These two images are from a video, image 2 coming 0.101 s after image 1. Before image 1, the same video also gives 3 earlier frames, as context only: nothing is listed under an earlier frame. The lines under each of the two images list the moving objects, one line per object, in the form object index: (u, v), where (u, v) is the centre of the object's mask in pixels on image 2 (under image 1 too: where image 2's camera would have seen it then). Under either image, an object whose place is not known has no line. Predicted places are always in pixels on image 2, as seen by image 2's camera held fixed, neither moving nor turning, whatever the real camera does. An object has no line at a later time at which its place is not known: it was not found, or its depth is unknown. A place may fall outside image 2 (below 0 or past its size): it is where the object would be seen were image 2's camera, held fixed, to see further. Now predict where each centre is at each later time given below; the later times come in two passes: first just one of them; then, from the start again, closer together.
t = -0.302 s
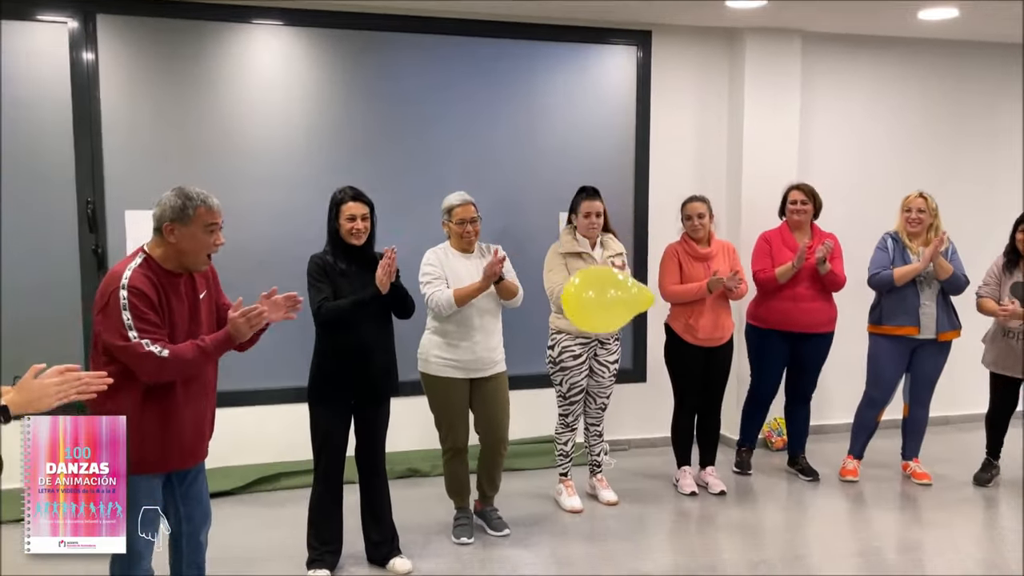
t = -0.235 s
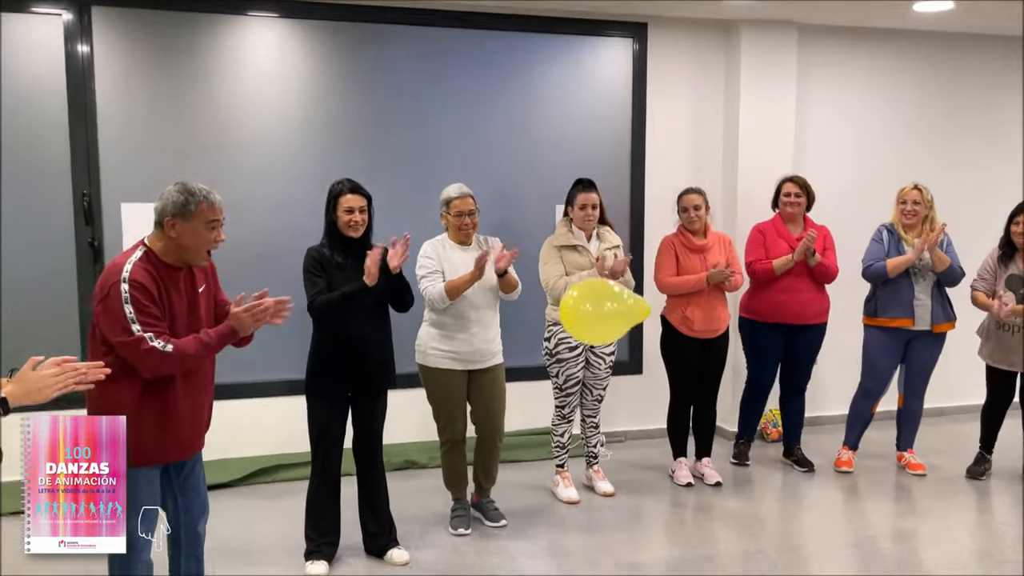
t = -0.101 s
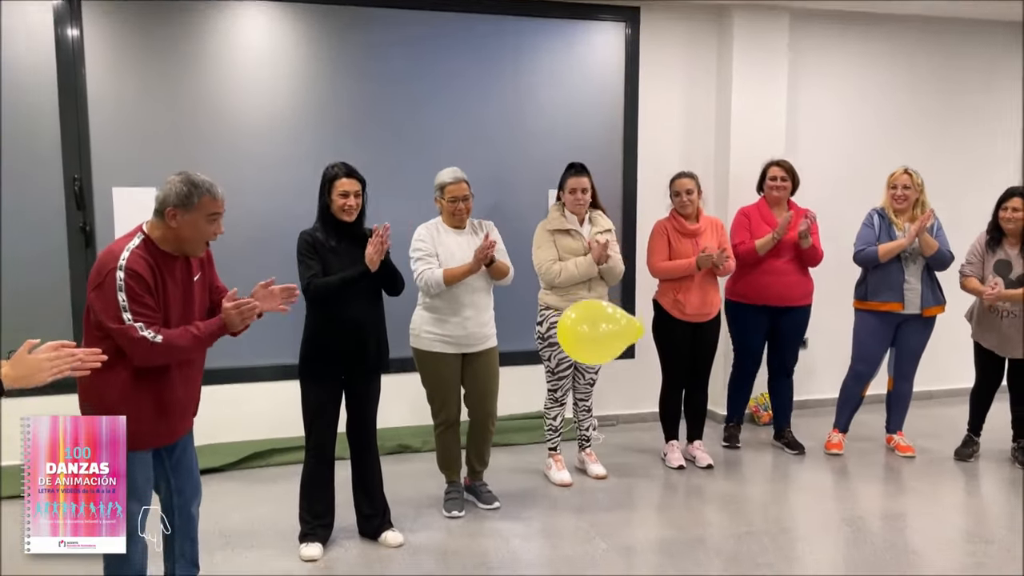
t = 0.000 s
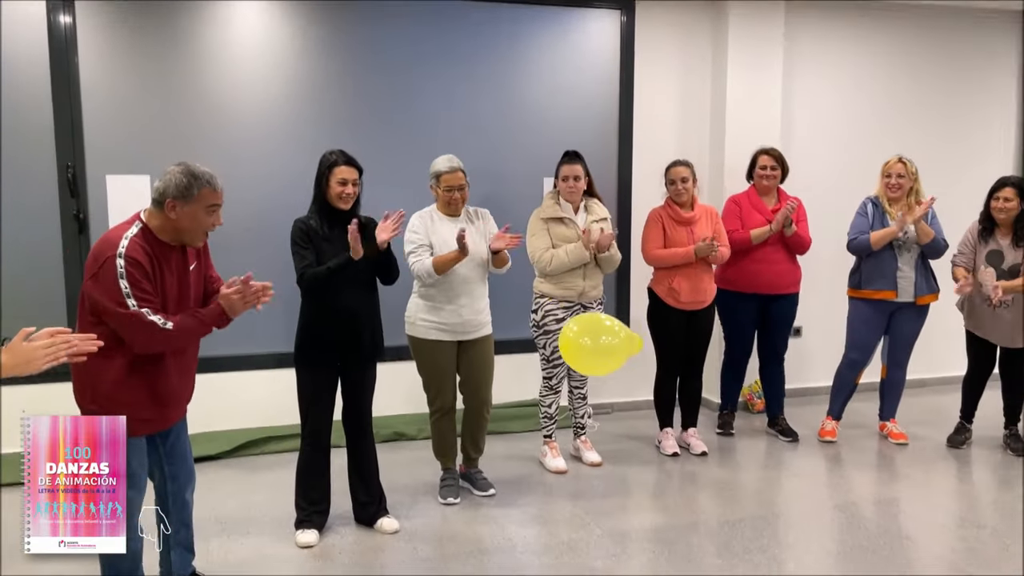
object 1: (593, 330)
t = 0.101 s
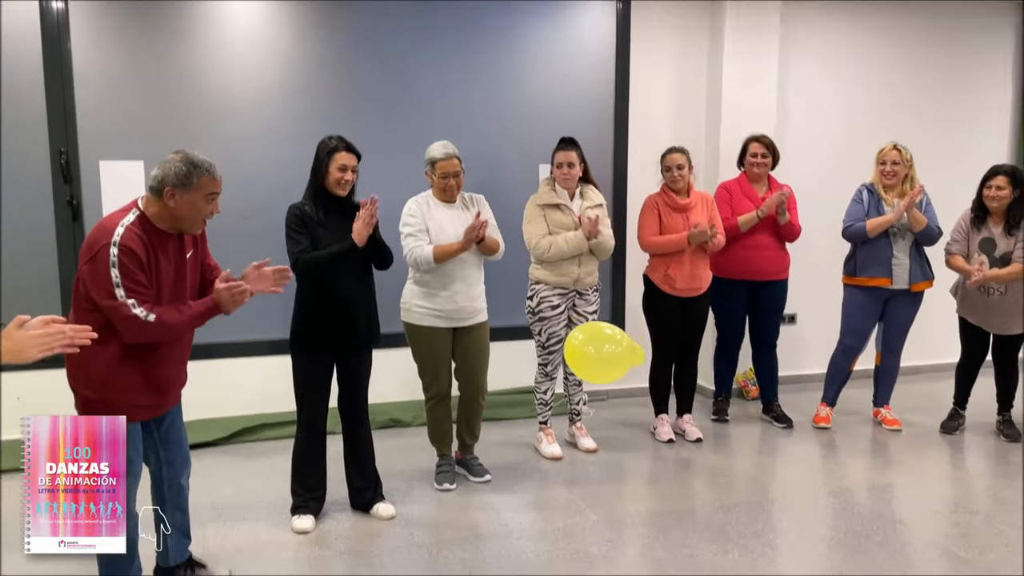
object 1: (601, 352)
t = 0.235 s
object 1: (616, 381)
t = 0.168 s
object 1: (608, 367)
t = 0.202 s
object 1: (612, 374)
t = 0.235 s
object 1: (616, 381)
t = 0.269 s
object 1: (619, 387)
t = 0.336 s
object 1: (628, 402)
